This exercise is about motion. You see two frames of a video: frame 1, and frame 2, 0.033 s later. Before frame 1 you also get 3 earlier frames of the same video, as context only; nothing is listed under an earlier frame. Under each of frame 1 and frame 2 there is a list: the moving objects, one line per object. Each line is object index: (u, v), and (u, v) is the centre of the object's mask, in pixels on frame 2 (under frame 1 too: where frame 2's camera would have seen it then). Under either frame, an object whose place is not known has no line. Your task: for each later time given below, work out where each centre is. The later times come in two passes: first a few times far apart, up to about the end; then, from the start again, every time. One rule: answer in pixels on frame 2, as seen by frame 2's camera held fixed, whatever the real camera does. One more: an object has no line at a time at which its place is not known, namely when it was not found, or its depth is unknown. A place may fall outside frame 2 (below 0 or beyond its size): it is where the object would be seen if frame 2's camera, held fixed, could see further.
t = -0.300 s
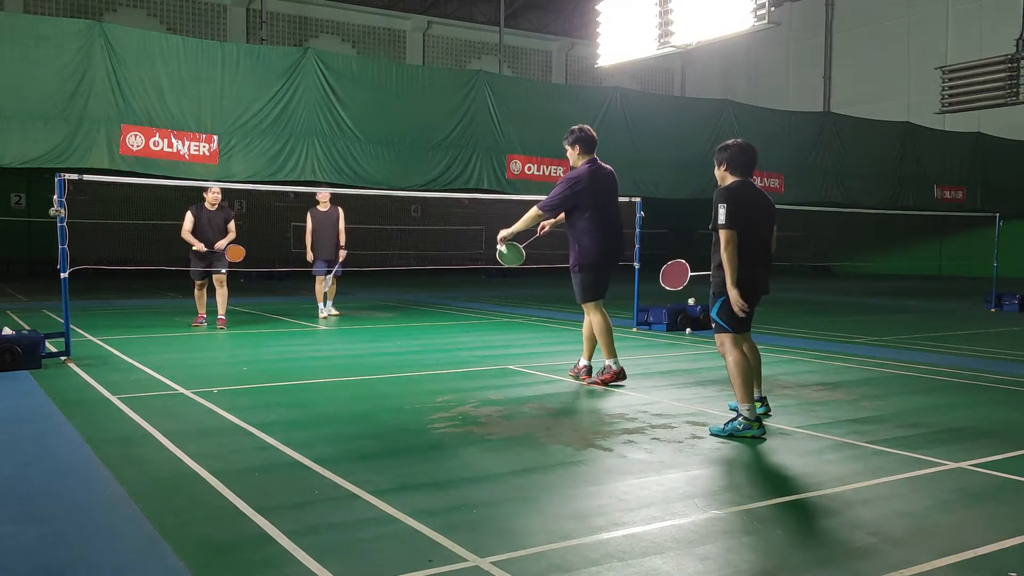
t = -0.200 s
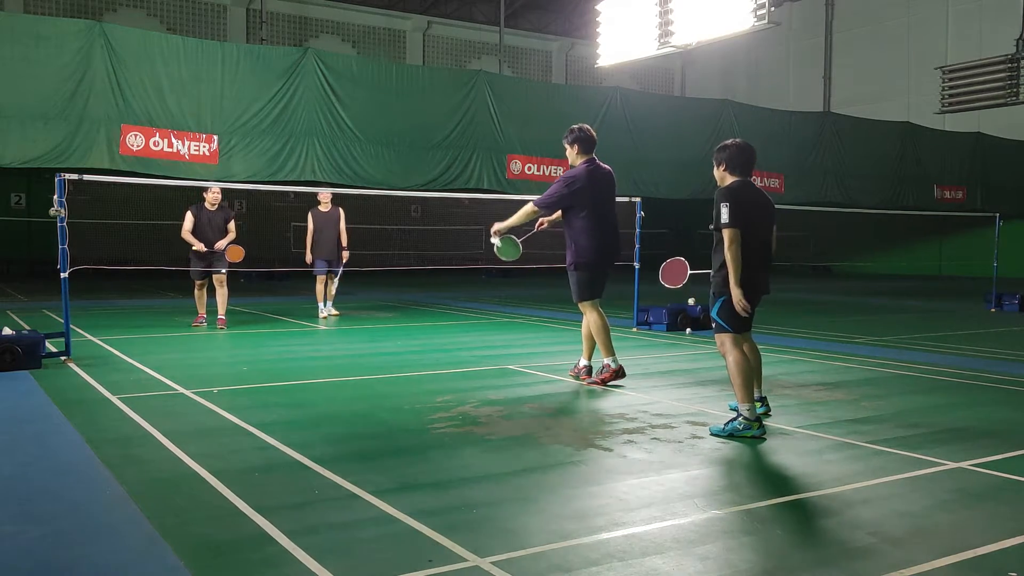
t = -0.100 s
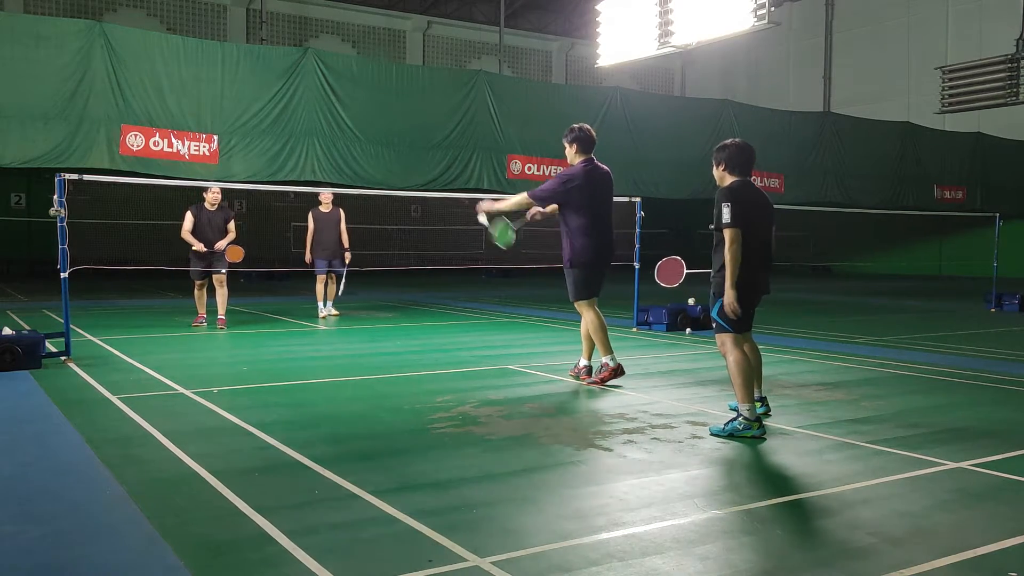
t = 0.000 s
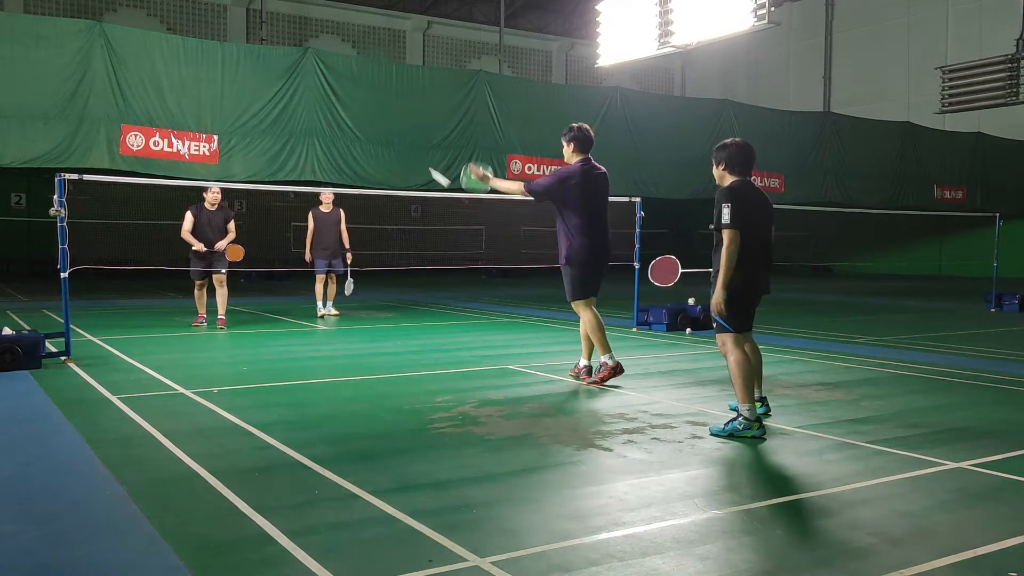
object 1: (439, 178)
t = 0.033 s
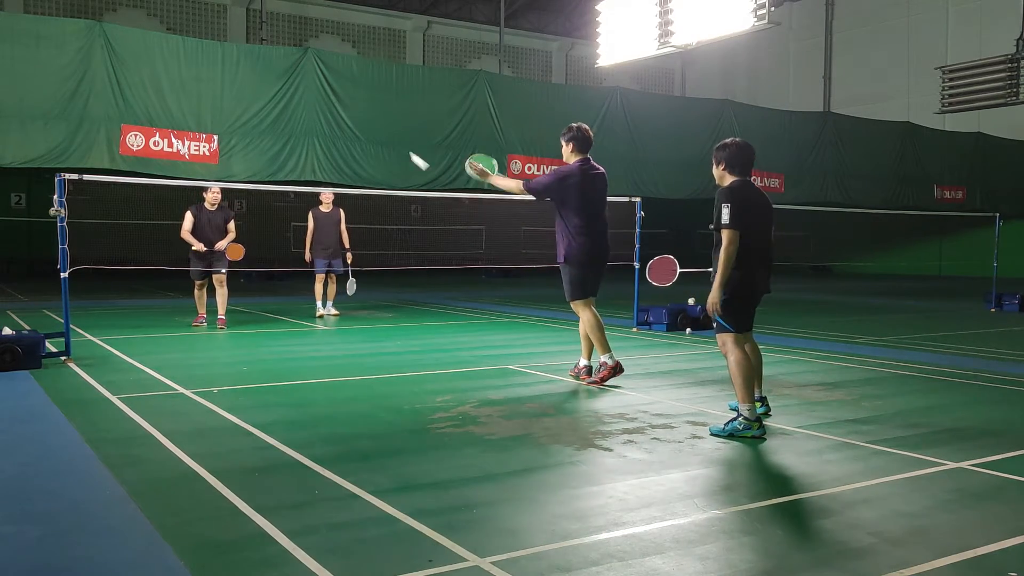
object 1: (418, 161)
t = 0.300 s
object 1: (315, 104)
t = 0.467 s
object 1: (274, 113)
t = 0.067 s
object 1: (400, 147)
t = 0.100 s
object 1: (384, 135)
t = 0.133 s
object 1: (370, 124)
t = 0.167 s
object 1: (358, 116)
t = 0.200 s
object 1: (346, 110)
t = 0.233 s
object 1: (335, 107)
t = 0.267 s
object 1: (324, 104)
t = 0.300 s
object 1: (315, 104)
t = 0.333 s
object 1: (306, 104)
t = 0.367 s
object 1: (297, 105)
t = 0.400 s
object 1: (289, 107)
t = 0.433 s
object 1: (281, 110)
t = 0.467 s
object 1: (274, 113)
